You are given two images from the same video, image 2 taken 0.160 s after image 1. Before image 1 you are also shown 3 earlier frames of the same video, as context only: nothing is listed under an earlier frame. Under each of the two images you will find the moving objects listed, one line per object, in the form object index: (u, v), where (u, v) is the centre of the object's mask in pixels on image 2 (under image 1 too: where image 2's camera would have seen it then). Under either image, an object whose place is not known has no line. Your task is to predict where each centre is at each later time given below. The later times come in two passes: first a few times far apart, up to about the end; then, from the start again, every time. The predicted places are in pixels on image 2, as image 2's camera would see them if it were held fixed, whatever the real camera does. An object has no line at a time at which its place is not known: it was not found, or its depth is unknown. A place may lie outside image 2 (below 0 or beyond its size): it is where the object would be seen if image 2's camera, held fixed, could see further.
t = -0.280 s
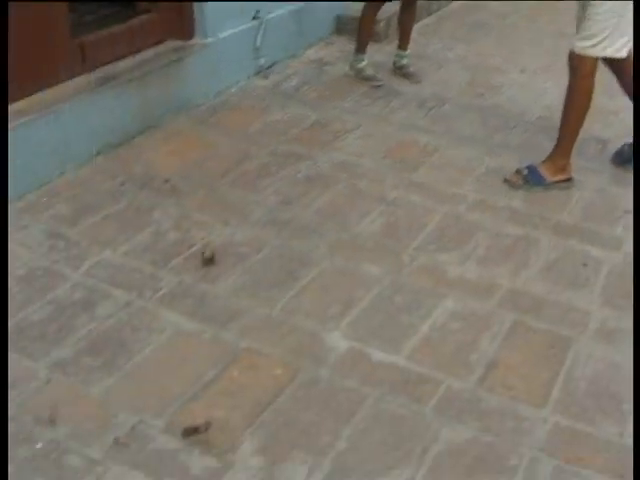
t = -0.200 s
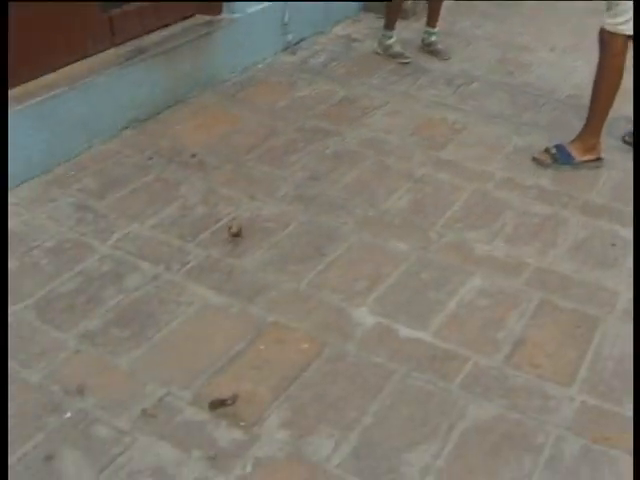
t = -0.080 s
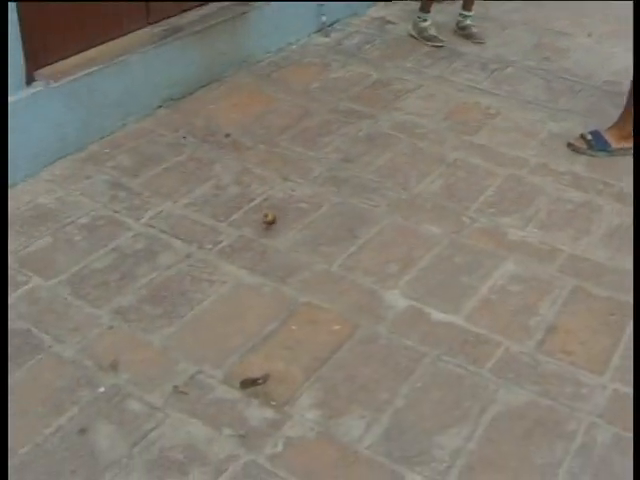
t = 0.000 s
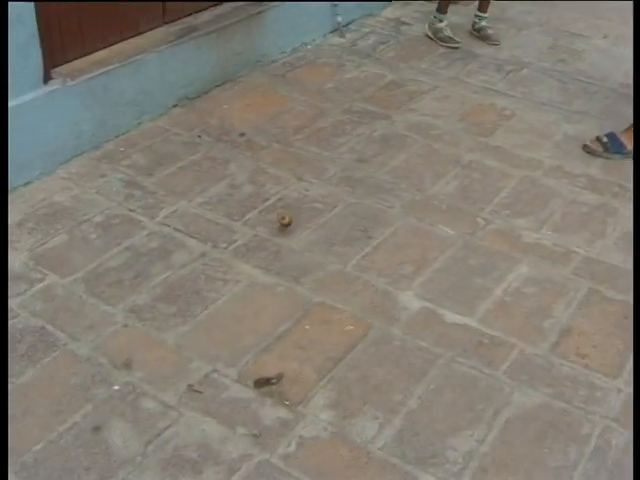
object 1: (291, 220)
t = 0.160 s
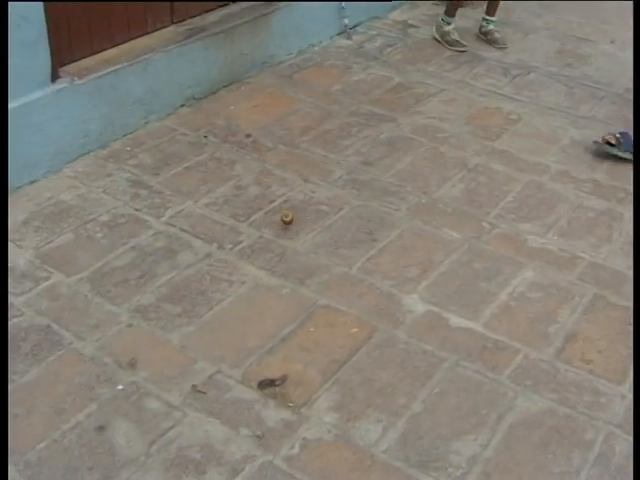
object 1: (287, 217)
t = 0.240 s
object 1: (281, 214)
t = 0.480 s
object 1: (224, 207)
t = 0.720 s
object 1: (156, 216)
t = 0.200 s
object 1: (284, 216)
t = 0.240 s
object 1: (281, 214)
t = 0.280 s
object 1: (276, 212)
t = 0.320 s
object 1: (268, 209)
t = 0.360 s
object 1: (257, 207)
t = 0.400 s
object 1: (247, 209)
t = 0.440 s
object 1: (236, 208)
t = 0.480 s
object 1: (224, 207)
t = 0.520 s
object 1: (212, 207)
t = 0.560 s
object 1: (202, 208)
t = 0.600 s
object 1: (190, 208)
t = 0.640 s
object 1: (178, 209)
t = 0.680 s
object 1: (166, 212)
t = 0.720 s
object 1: (156, 216)
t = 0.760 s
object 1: (145, 214)
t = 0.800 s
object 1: (135, 219)
